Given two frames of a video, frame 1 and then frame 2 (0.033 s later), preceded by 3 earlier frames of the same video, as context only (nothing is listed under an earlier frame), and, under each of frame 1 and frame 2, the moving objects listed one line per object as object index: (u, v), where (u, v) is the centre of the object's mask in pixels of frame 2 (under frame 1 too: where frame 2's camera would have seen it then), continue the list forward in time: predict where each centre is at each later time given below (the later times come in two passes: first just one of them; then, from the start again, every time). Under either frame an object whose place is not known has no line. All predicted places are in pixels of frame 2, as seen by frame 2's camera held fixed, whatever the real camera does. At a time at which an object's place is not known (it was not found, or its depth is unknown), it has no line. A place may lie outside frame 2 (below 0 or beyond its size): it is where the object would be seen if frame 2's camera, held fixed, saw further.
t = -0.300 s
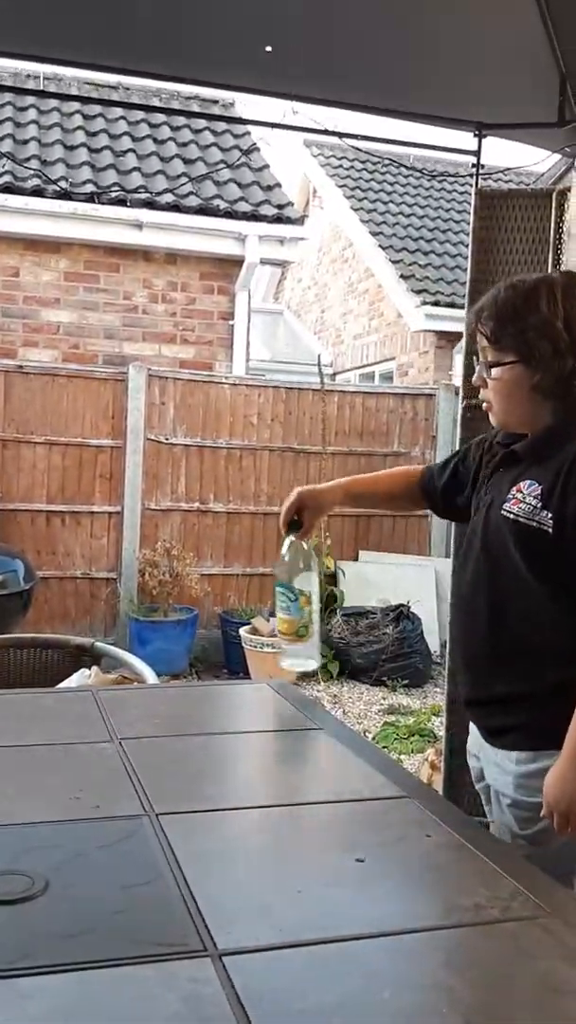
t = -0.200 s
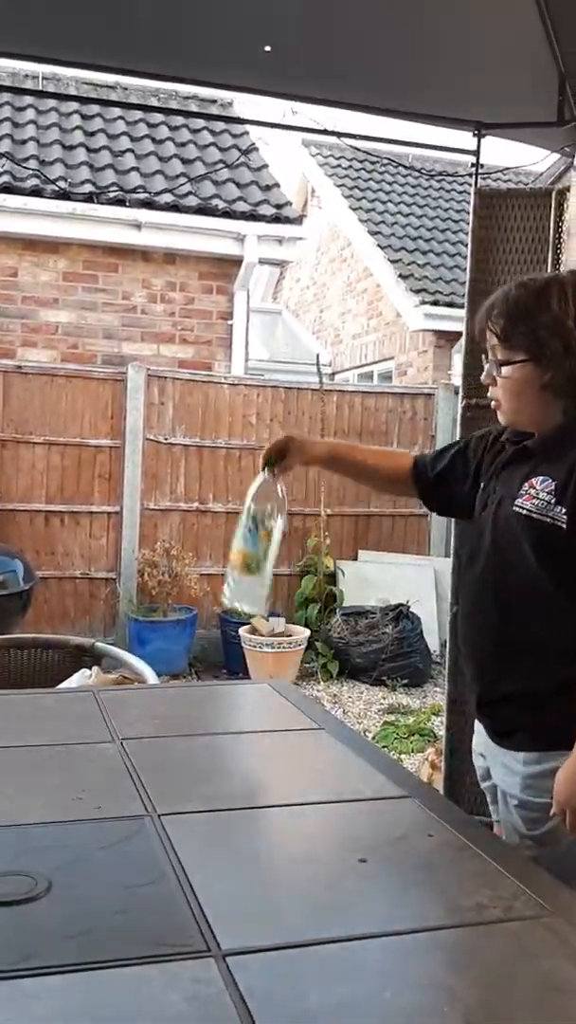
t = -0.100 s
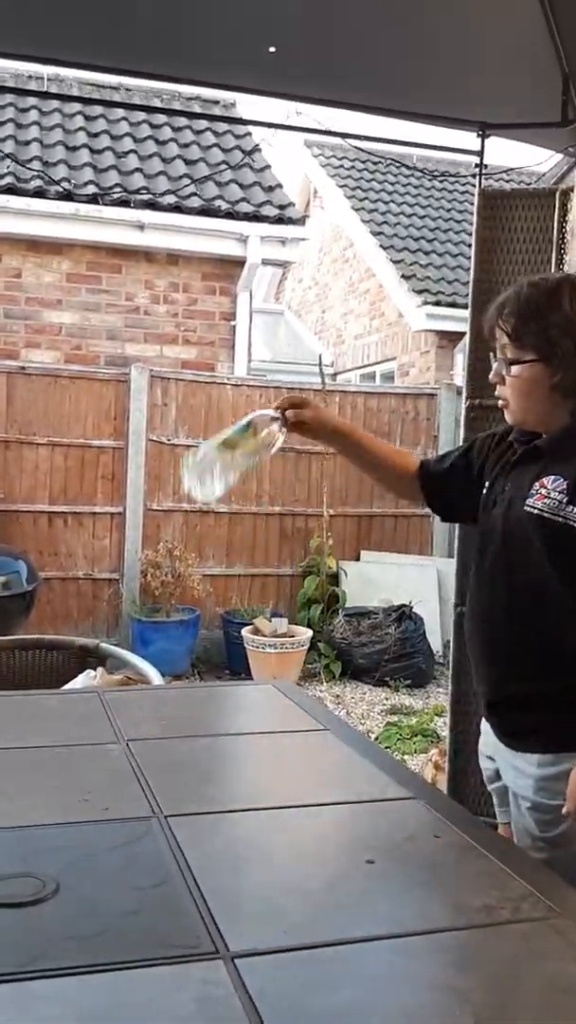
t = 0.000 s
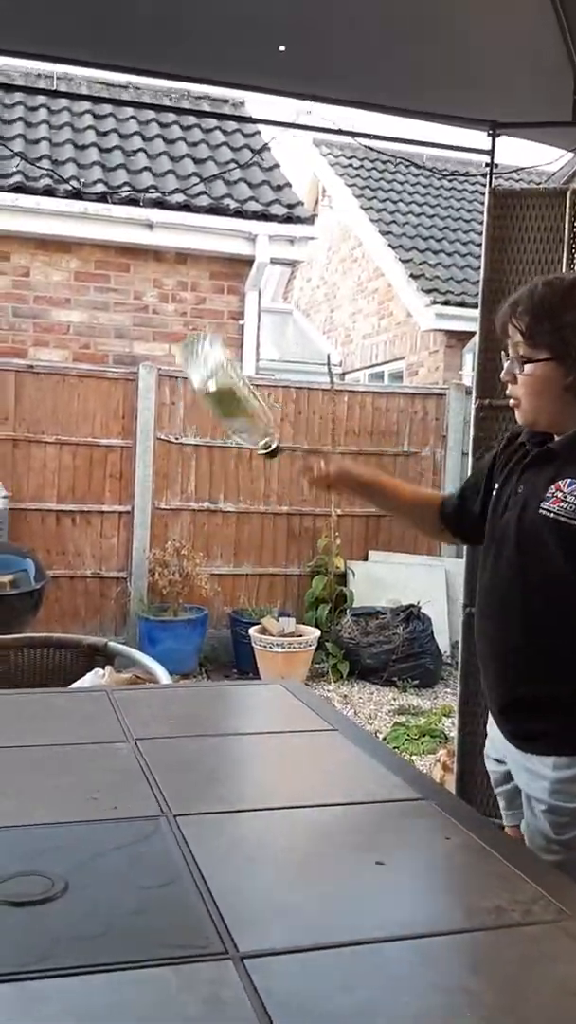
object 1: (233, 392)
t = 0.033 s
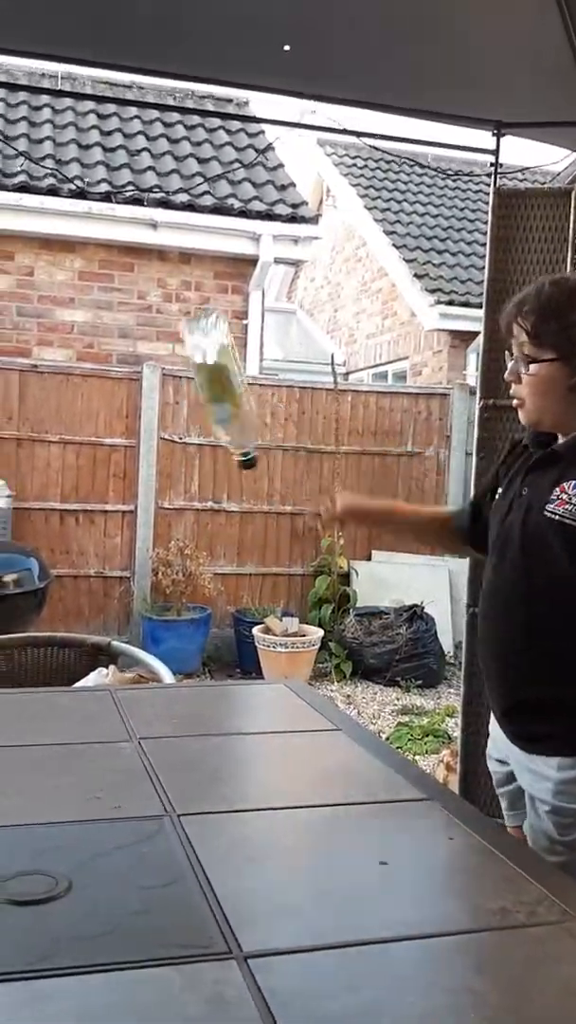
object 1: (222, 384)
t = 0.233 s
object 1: (159, 380)
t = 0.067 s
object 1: (209, 379)
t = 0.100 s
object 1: (195, 374)
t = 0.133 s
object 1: (183, 369)
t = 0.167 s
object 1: (173, 367)
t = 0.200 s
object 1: (164, 372)
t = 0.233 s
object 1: (159, 380)
